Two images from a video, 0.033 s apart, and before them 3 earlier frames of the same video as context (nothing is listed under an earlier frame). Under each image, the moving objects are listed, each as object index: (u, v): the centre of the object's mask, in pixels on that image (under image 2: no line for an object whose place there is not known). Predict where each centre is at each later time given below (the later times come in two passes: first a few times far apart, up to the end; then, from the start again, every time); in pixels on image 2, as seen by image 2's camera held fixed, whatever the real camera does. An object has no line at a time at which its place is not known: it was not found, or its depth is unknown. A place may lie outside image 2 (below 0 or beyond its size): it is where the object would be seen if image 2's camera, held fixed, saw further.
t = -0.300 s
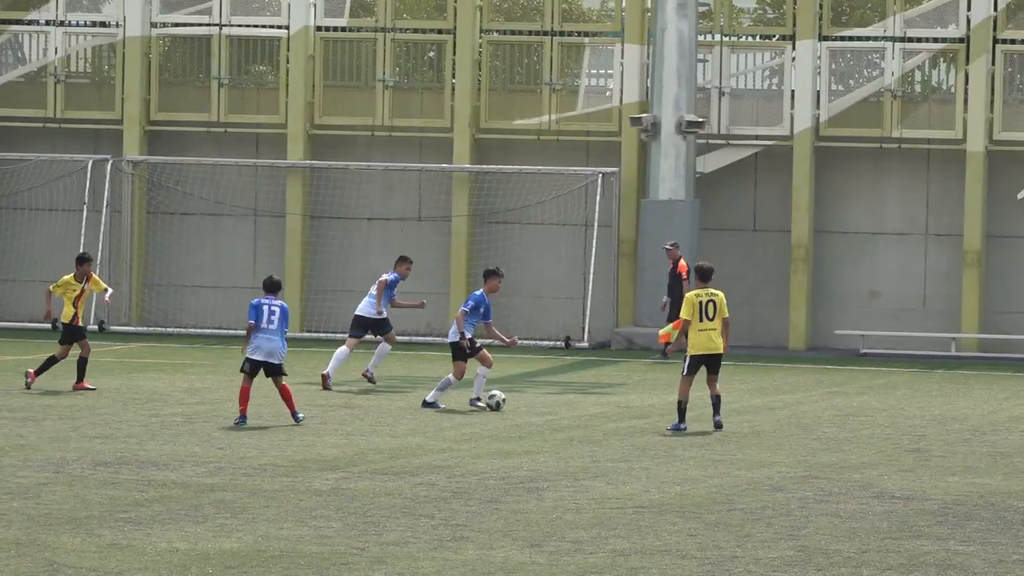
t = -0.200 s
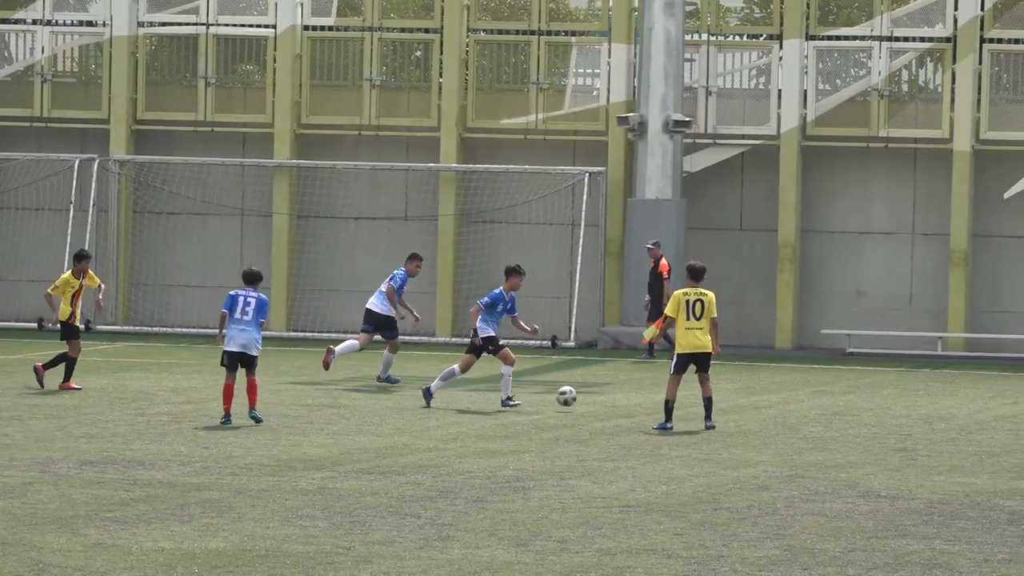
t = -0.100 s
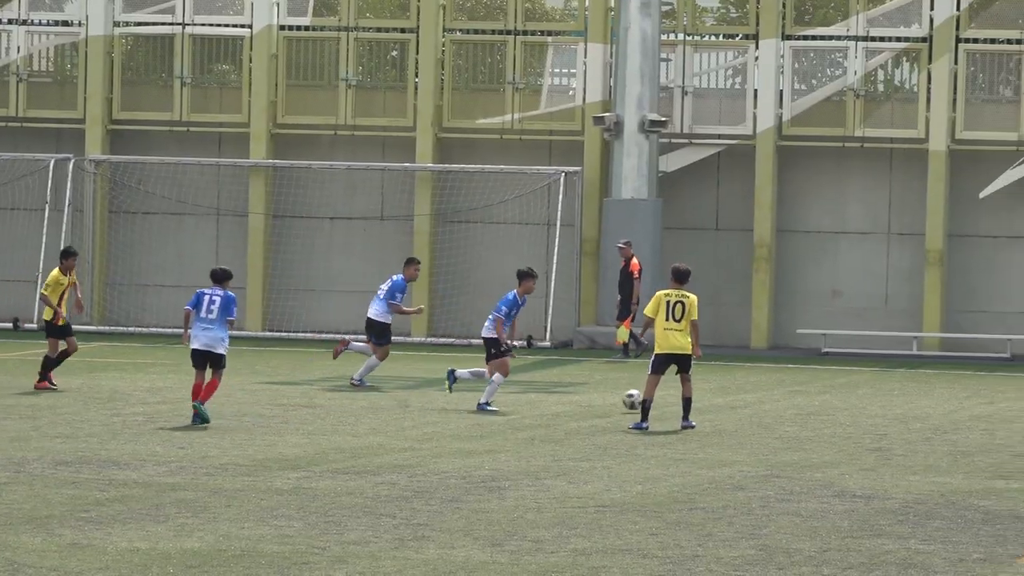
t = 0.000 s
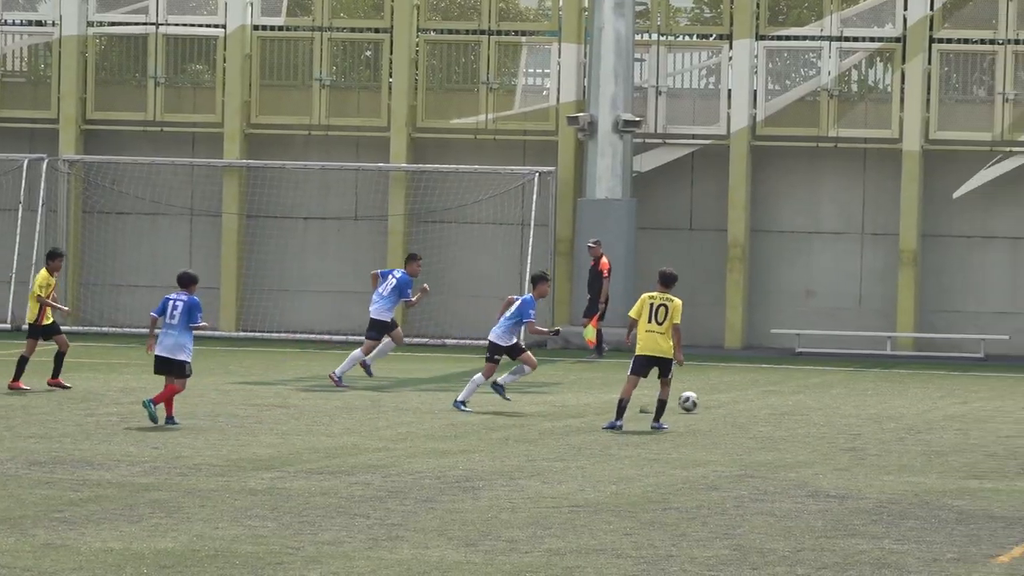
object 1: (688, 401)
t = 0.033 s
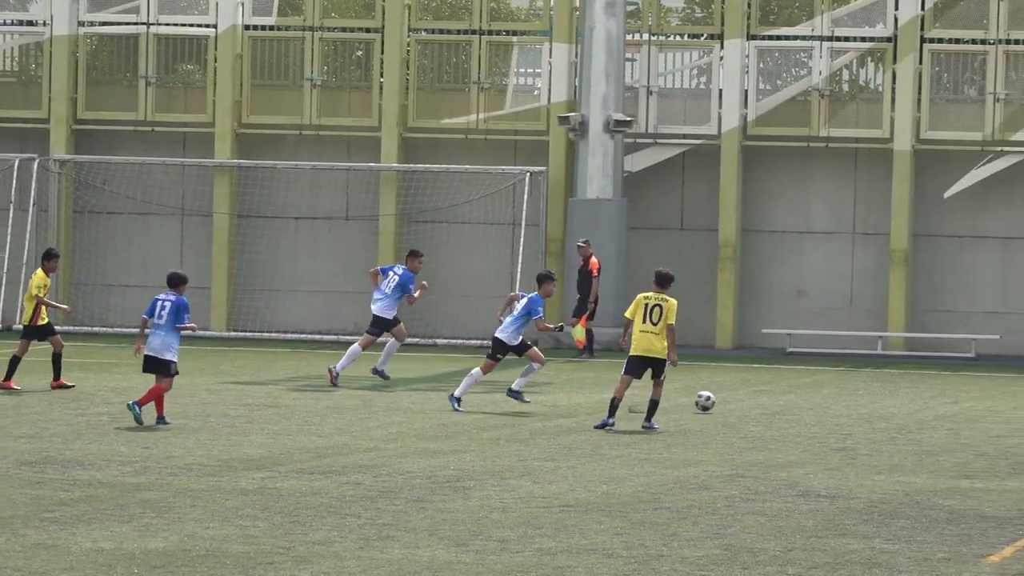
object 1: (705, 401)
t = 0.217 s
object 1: (826, 403)
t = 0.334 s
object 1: (897, 410)
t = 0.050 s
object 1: (717, 401)
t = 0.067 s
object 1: (729, 402)
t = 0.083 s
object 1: (741, 403)
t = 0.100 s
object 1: (753, 404)
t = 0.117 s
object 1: (764, 404)
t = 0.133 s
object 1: (775, 403)
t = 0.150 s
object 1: (785, 402)
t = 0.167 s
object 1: (795, 401)
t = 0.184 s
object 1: (806, 401)
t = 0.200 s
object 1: (816, 402)
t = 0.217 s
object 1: (826, 403)
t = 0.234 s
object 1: (836, 404)
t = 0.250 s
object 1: (847, 405)
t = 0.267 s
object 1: (857, 406)
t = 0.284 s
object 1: (868, 408)
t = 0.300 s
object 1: (878, 410)
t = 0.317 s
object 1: (888, 410)
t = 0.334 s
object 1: (897, 410)
